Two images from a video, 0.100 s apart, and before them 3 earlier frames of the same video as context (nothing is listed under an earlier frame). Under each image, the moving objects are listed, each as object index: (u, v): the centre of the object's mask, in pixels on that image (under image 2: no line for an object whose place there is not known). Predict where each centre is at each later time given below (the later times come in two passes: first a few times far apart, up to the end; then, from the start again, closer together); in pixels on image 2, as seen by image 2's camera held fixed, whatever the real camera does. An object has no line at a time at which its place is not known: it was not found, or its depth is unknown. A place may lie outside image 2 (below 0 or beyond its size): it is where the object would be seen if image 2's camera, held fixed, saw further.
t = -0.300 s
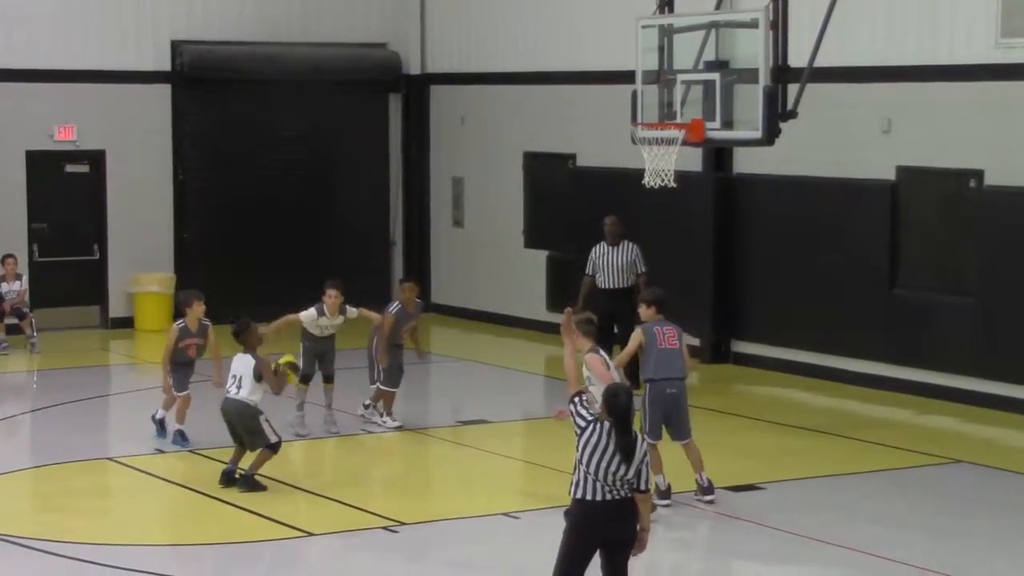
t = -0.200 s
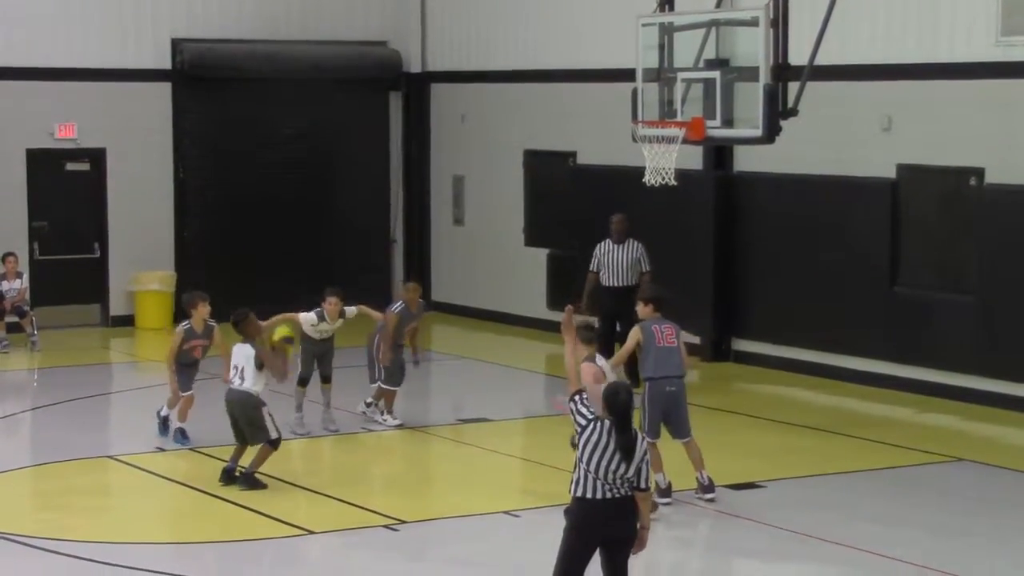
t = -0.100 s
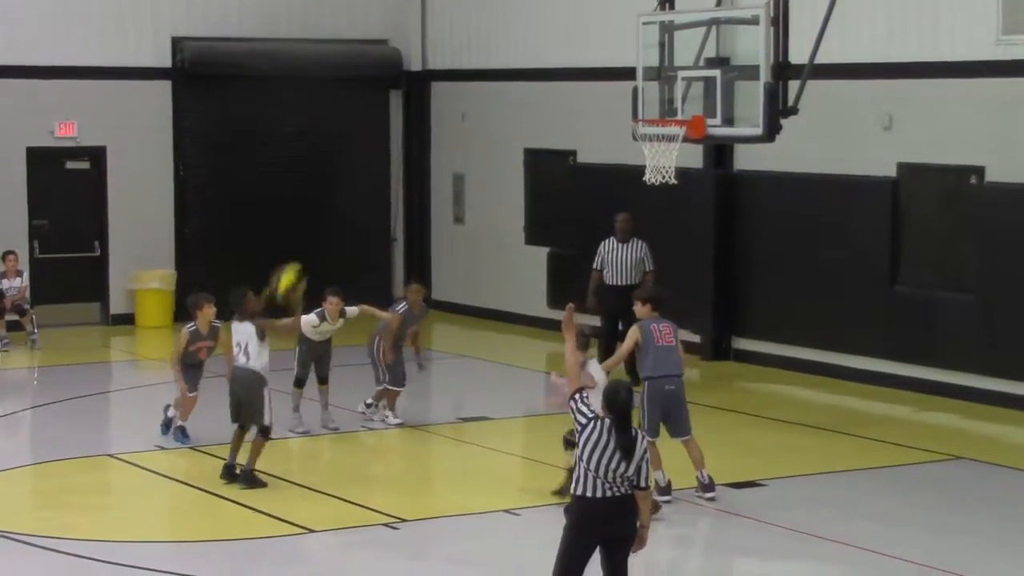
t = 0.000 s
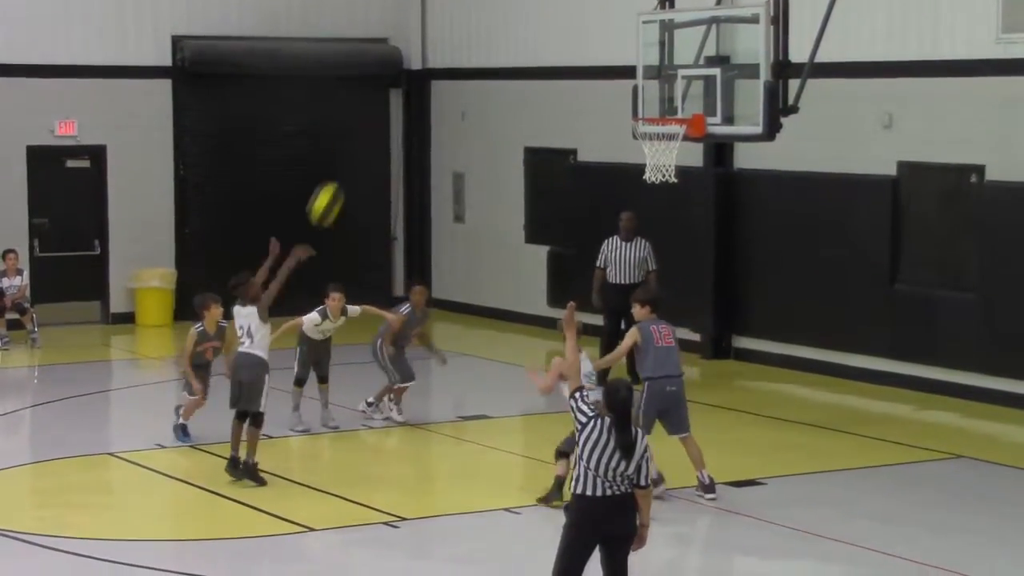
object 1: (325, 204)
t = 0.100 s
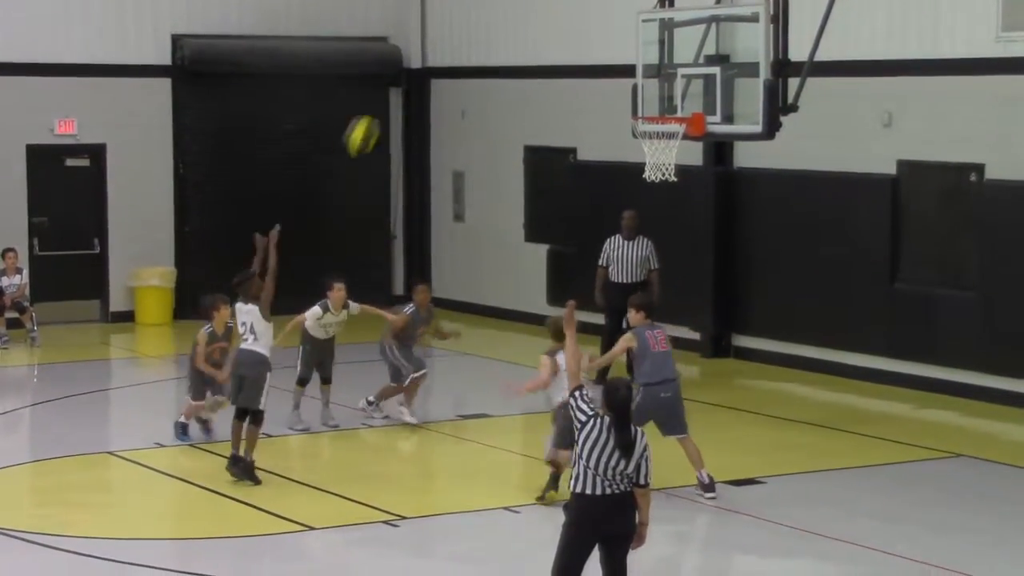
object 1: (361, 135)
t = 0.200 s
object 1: (396, 83)
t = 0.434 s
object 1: (477, 14)
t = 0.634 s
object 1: (543, 11)
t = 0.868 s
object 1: (615, 61)
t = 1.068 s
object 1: (674, 152)
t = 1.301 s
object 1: (704, 227)
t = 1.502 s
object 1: (728, 336)
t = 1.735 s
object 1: (743, 358)
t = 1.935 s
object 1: (742, 284)
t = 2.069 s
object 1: (740, 258)
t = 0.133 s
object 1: (372, 116)
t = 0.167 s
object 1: (384, 98)
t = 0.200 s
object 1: (396, 83)
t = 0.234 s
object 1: (406, 70)
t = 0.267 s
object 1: (421, 57)
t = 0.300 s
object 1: (432, 43)
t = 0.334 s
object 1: (444, 33)
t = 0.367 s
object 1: (454, 25)
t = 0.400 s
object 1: (466, 17)
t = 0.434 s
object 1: (477, 14)
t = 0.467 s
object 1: (489, 12)
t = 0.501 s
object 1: (500, 11)
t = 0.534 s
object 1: (511, 10)
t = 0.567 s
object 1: (523, 10)
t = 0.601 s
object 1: (533, 11)
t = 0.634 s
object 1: (543, 11)
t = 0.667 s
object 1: (554, 13)
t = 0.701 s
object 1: (564, 16)
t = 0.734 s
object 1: (575, 21)
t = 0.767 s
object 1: (585, 30)
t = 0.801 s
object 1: (595, 39)
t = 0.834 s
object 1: (605, 49)
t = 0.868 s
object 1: (615, 61)
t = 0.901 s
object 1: (624, 73)
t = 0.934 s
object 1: (635, 85)
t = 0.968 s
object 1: (644, 101)
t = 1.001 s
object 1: (655, 118)
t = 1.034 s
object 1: (664, 134)
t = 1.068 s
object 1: (674, 152)
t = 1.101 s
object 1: (679, 161)
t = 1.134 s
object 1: (684, 170)
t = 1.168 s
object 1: (687, 179)
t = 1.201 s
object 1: (690, 189)
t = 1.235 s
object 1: (695, 200)
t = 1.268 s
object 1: (700, 212)
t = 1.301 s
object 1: (704, 227)
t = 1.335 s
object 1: (709, 242)
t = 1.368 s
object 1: (713, 259)
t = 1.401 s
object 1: (717, 277)
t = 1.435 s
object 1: (719, 294)
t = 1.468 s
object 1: (724, 315)
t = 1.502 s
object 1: (728, 336)
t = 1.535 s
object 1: (732, 353)
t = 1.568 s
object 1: (737, 380)
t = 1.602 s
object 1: (741, 408)
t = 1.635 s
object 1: (745, 418)
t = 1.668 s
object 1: (744, 396)
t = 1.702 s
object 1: (743, 376)
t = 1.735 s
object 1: (743, 358)
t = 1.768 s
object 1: (742, 342)
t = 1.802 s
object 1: (743, 326)
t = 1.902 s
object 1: (743, 293)
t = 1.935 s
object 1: (742, 284)
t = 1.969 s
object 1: (741, 275)
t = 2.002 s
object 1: (741, 268)
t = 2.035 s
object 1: (741, 262)
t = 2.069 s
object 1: (740, 258)
